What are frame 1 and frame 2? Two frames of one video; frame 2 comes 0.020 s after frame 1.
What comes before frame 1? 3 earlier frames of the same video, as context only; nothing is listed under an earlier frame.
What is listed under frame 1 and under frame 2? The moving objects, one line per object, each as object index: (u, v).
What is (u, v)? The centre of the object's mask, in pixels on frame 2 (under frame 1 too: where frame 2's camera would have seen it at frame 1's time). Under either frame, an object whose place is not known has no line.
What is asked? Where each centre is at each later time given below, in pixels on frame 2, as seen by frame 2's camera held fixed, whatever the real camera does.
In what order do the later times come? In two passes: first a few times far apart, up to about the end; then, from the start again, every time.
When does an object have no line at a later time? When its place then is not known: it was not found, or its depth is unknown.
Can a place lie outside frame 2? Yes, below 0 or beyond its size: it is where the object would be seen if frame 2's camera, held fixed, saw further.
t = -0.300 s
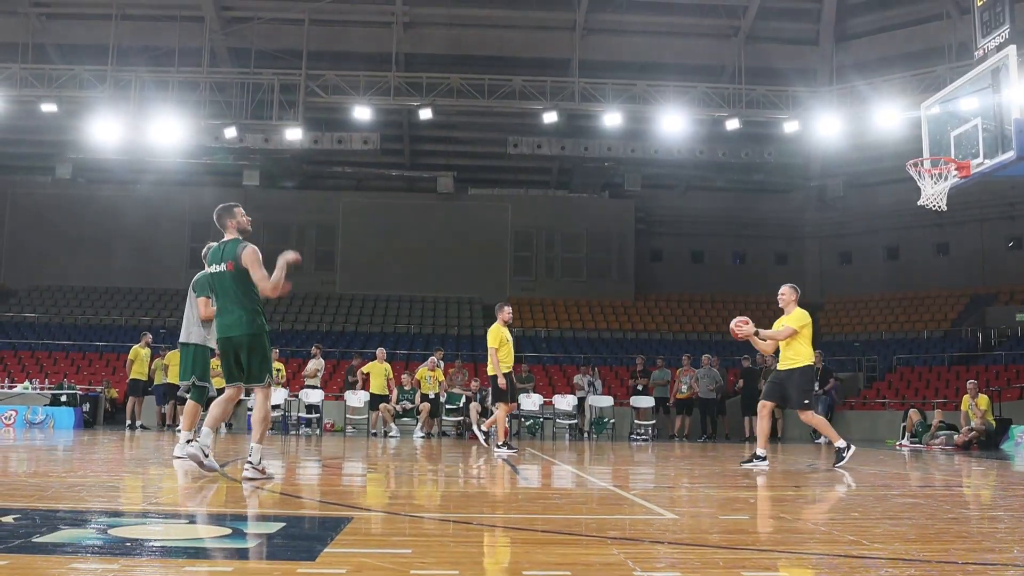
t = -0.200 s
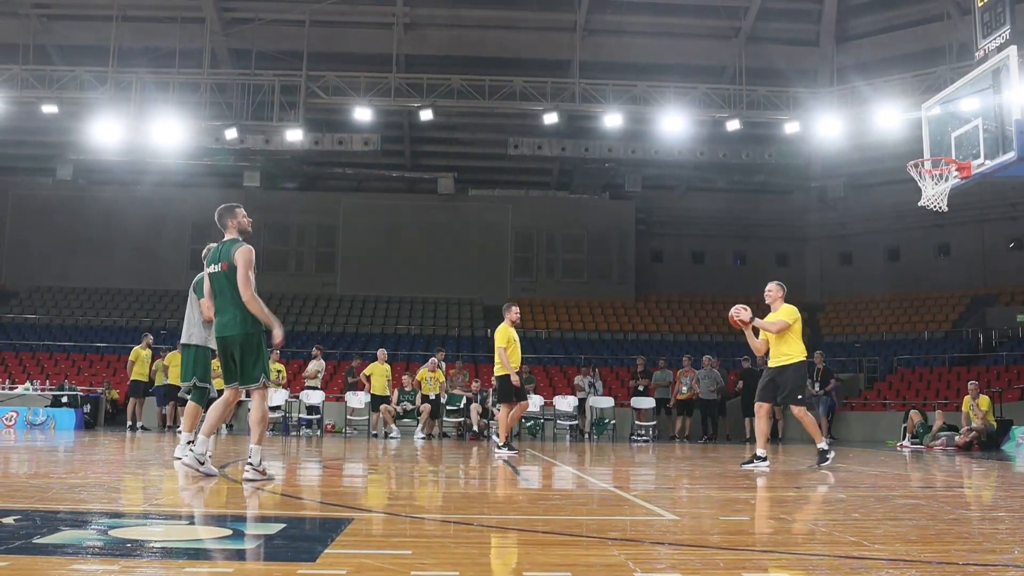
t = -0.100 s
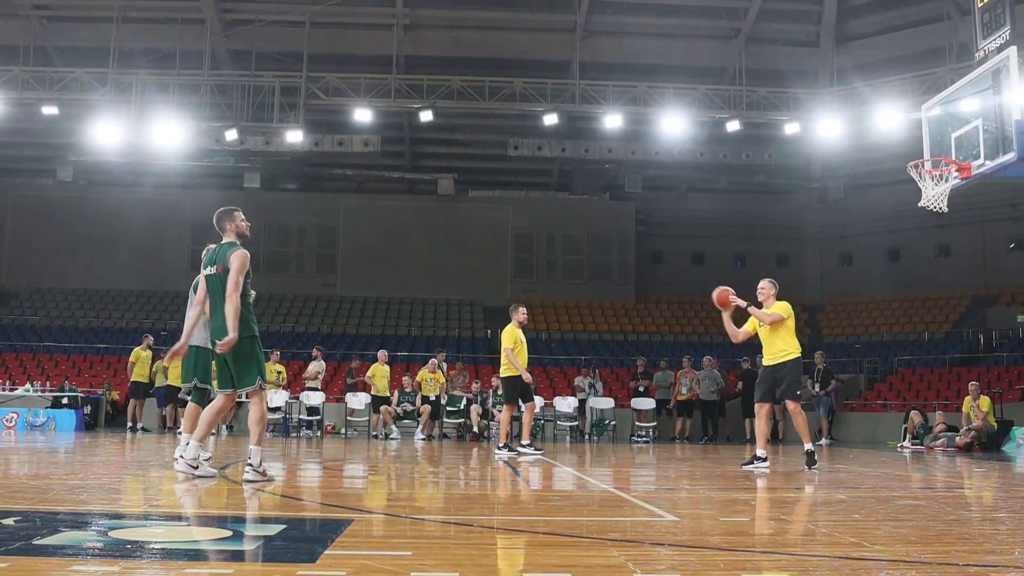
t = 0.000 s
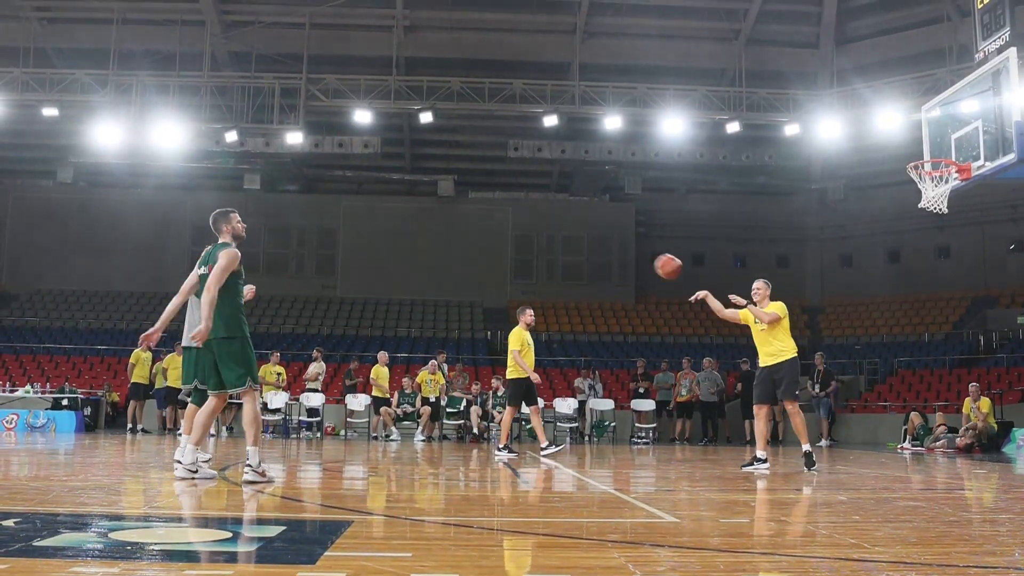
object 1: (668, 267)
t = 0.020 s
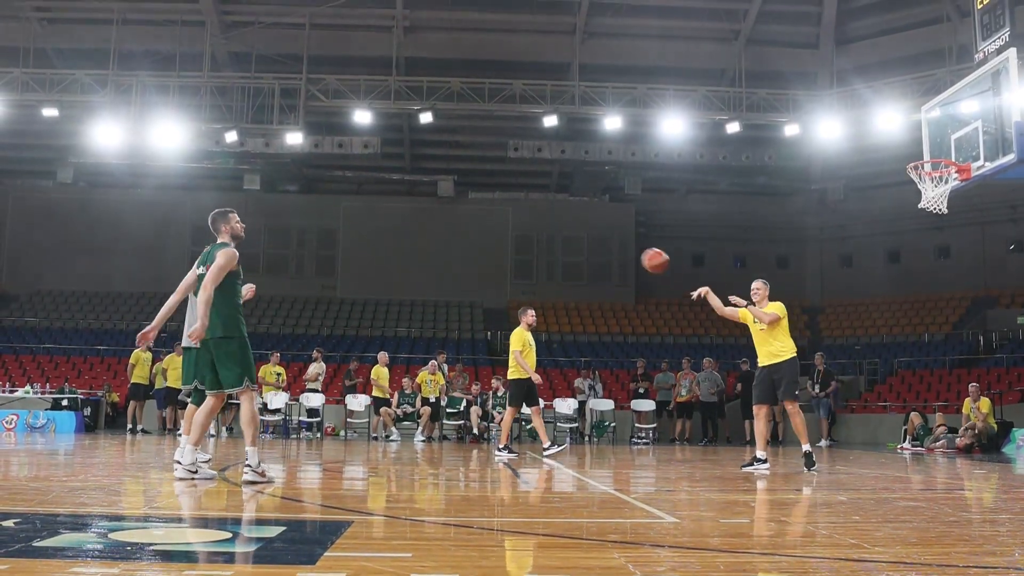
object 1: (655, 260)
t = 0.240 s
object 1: (509, 218)
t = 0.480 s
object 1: (348, 224)
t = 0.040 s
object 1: (642, 255)
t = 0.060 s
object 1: (628, 249)
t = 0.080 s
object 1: (615, 244)
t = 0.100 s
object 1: (602, 240)
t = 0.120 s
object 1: (589, 235)
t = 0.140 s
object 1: (576, 232)
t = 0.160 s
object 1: (562, 228)
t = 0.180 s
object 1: (549, 225)
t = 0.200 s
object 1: (536, 222)
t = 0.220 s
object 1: (523, 220)
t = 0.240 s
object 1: (509, 218)
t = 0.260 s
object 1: (496, 217)
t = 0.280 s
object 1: (483, 215)
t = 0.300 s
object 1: (469, 215)
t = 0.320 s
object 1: (456, 214)
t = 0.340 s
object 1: (442, 214)
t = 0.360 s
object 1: (429, 214)
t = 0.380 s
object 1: (415, 215)
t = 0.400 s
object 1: (402, 216)
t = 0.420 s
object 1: (388, 217)
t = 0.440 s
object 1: (375, 219)
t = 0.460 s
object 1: (361, 222)
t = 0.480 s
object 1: (348, 224)
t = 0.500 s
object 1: (334, 228)
